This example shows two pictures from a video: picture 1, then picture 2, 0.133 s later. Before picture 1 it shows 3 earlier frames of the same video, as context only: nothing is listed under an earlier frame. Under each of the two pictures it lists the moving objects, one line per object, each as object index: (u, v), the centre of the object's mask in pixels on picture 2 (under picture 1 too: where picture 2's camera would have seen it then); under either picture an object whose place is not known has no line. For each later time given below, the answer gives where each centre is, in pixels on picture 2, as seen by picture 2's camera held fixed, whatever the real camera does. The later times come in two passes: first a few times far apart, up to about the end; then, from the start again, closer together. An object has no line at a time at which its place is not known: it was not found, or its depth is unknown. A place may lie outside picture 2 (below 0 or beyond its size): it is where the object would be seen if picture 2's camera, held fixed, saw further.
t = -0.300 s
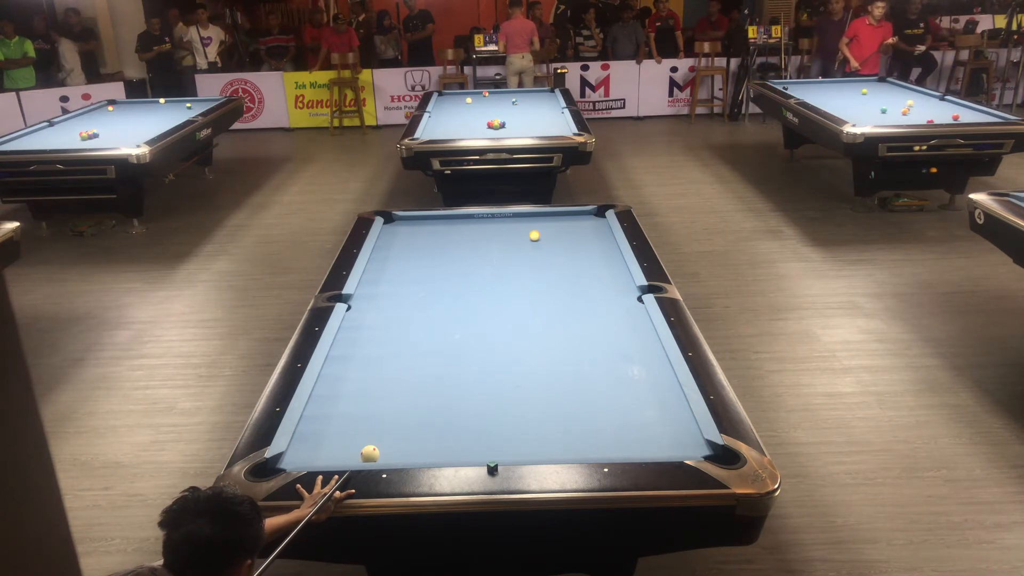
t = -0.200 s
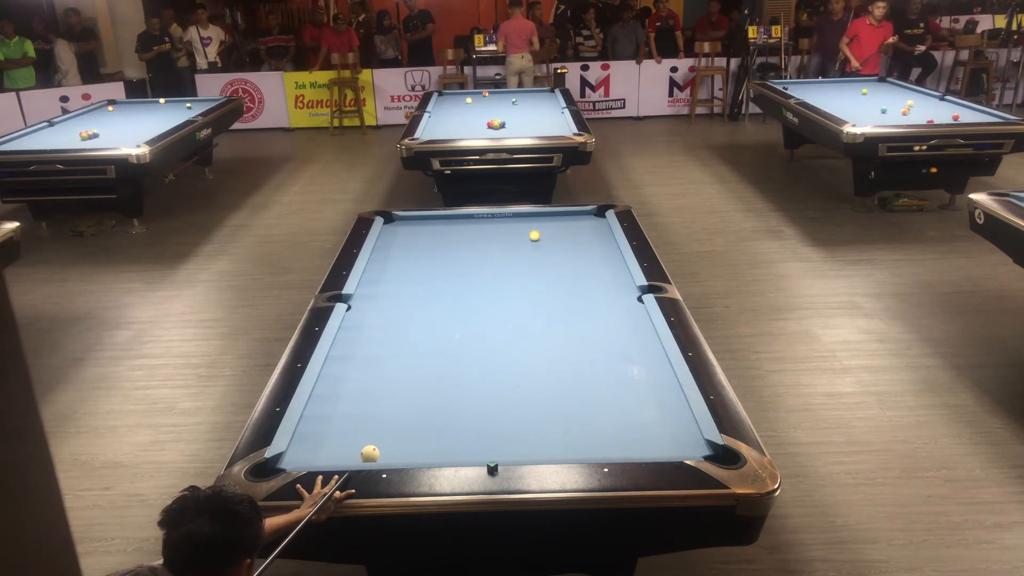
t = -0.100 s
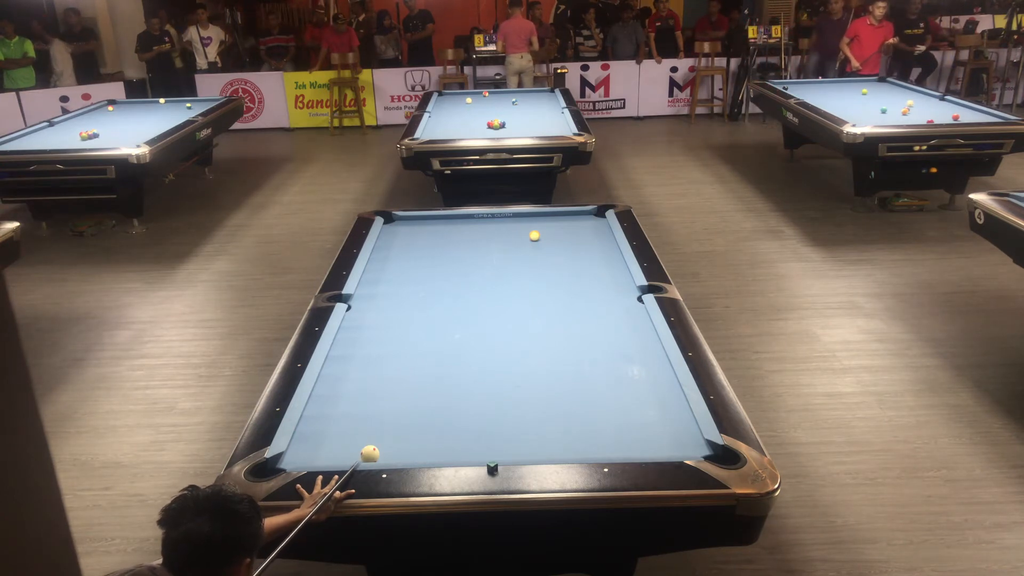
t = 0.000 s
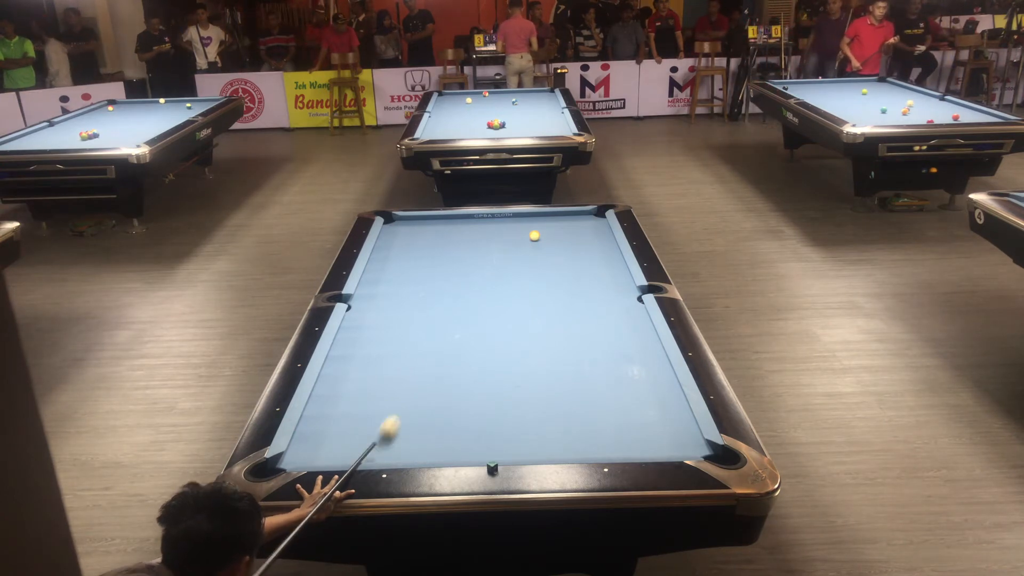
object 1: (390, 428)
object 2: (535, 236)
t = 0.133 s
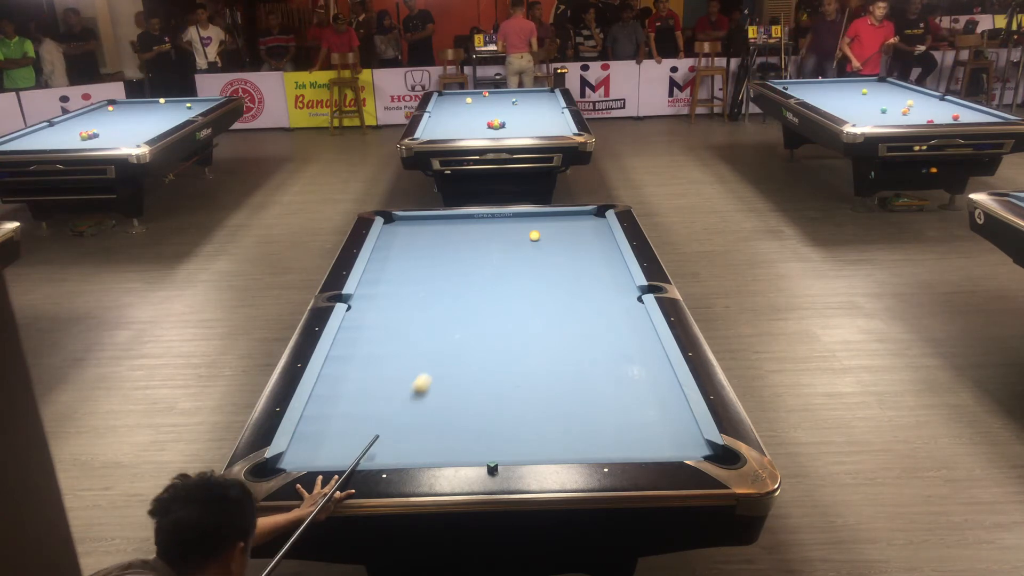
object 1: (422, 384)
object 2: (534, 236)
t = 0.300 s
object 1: (454, 340)
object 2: (535, 236)
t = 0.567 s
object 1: (493, 286)
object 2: (534, 236)
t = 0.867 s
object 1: (526, 241)
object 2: (535, 235)
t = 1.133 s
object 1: (509, 229)
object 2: (573, 217)
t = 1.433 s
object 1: (494, 216)
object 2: (600, 218)
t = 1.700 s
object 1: (486, 221)
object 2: (595, 225)
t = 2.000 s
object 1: (477, 228)
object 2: (587, 232)
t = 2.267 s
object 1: (470, 234)
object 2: (580, 239)
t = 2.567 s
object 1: (462, 240)
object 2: (572, 247)
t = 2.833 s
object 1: (454, 246)
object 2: (565, 253)
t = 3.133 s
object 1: (448, 252)
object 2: (557, 260)
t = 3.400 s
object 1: (441, 257)
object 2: (551, 267)
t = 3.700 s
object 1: (434, 263)
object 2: (544, 273)
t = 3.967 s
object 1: (429, 267)
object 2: (539, 279)
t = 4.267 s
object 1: (422, 272)
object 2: (533, 285)
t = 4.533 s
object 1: (418, 276)
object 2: (527, 290)
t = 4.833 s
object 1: (413, 280)
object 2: (522, 295)
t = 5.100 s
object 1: (409, 283)
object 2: (518, 299)
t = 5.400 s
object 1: (406, 286)
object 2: (513, 305)
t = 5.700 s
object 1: (403, 289)
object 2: (510, 307)
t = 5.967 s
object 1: (401, 290)
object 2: (506, 310)
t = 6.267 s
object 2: (503, 312)
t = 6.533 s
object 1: (399, 293)
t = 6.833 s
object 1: (398, 293)
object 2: (501, 315)
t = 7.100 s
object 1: (398, 293)
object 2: (500, 316)
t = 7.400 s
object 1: (398, 293)
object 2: (500, 316)
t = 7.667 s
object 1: (398, 293)
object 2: (500, 316)
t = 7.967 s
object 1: (398, 293)
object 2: (500, 316)
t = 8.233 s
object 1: (398, 293)
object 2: (500, 316)
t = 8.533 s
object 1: (398, 293)
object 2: (500, 316)
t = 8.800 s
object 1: (398, 293)
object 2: (500, 316)
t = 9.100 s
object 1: (398, 293)
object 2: (500, 316)
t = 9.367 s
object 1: (398, 293)
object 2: (500, 316)
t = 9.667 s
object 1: (398, 292)
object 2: (500, 316)
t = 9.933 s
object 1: (398, 292)
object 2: (500, 316)
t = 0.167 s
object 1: (429, 374)
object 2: (534, 236)
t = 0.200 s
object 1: (435, 365)
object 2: (535, 236)
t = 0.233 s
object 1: (442, 356)
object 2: (535, 236)
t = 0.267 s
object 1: (448, 348)
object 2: (534, 236)
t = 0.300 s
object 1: (454, 340)
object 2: (535, 236)
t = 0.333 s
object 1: (459, 332)
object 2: (534, 236)
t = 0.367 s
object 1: (465, 324)
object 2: (534, 236)
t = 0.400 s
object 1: (470, 317)
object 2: (534, 236)
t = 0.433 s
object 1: (475, 311)
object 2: (534, 235)
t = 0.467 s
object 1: (480, 304)
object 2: (534, 235)
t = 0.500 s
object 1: (484, 298)
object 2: (534, 236)
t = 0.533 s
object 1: (489, 292)
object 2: (534, 236)
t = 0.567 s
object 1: (493, 286)
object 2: (534, 236)
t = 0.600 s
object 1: (497, 280)
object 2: (534, 236)
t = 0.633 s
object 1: (502, 275)
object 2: (534, 236)
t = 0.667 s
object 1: (505, 270)
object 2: (534, 236)
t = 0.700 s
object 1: (509, 265)
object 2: (534, 236)
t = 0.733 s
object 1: (512, 260)
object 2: (534, 236)
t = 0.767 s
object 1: (516, 255)
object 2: (534, 236)
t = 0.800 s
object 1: (519, 250)
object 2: (534, 236)
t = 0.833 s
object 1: (522, 246)
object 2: (534, 235)
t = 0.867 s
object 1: (526, 241)
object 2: (535, 235)
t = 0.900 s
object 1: (527, 238)
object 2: (537, 234)
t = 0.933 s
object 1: (524, 237)
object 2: (542, 232)
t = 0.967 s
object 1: (521, 236)
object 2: (548, 229)
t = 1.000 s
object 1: (518, 235)
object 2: (553, 226)
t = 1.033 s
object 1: (515, 233)
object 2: (559, 223)
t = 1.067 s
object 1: (513, 232)
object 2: (564, 221)
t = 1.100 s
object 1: (511, 230)
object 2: (569, 219)
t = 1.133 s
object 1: (509, 229)
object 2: (573, 217)
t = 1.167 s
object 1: (507, 227)
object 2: (577, 215)
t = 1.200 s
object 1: (506, 226)
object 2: (581, 213)
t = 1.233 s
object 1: (504, 224)
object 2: (584, 213)
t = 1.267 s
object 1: (502, 223)
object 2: (587, 214)
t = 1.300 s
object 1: (500, 221)
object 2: (589, 215)
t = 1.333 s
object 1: (499, 220)
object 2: (592, 216)
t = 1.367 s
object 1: (497, 218)
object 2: (594, 217)
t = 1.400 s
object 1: (496, 217)
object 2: (597, 217)
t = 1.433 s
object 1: (494, 216)
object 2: (600, 218)
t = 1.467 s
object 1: (493, 216)
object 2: (601, 219)
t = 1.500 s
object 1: (492, 217)
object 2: (600, 220)
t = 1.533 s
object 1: (491, 218)
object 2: (600, 221)
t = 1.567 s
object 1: (490, 218)
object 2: (599, 222)
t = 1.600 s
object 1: (489, 219)
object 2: (598, 223)
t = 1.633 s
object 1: (488, 220)
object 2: (597, 223)
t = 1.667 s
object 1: (487, 221)
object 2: (597, 224)
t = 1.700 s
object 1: (486, 221)
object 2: (595, 225)
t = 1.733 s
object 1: (485, 222)
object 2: (594, 226)
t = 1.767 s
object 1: (485, 223)
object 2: (594, 227)
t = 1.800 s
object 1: (483, 224)
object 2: (593, 227)
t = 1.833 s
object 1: (482, 224)
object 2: (592, 228)
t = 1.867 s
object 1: (481, 225)
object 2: (591, 229)
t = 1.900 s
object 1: (480, 226)
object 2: (590, 230)
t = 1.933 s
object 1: (479, 227)
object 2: (589, 231)
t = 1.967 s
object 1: (478, 227)
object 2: (588, 232)
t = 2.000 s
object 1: (477, 228)
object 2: (587, 232)
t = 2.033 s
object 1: (477, 229)
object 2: (587, 233)
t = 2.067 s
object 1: (476, 230)
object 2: (585, 234)
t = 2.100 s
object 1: (475, 230)
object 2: (584, 235)
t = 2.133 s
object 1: (474, 231)
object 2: (584, 236)
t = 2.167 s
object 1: (473, 232)
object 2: (583, 237)
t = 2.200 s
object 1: (472, 232)
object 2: (582, 237)
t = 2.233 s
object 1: (471, 233)
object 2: (581, 238)
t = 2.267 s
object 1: (470, 234)
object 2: (580, 239)
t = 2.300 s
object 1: (469, 235)
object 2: (579, 240)
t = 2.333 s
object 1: (468, 235)
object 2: (578, 241)
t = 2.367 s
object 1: (467, 236)
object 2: (577, 242)
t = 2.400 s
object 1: (466, 237)
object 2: (577, 243)
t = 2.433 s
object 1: (465, 237)
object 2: (576, 243)
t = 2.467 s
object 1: (464, 238)
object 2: (574, 244)
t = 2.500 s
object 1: (463, 239)
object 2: (573, 245)
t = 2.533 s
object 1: (463, 240)
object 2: (573, 246)
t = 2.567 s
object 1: (462, 240)
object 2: (572, 247)
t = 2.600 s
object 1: (461, 241)
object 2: (571, 248)
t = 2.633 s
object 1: (460, 242)
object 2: (570, 248)
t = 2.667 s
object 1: (459, 242)
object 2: (569, 249)
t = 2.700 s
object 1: (458, 243)
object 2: (569, 250)
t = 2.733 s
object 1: (457, 244)
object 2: (568, 251)
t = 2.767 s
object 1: (456, 244)
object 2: (567, 251)
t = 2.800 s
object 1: (455, 245)
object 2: (566, 252)
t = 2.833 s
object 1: (454, 246)
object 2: (565, 253)
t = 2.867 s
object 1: (454, 246)
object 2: (564, 254)
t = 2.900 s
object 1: (453, 247)
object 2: (563, 255)
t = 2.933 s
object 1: (452, 248)
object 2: (562, 256)
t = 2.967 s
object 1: (451, 248)
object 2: (561, 256)
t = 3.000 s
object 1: (450, 249)
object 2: (561, 257)
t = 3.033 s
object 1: (450, 250)
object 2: (560, 258)
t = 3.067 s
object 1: (449, 251)
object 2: (559, 258)
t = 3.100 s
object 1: (448, 251)
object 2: (558, 259)
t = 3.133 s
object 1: (448, 252)
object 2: (557, 260)
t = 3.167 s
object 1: (446, 253)
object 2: (557, 261)
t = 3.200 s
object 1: (446, 253)
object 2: (556, 262)
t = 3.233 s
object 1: (445, 254)
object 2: (555, 263)
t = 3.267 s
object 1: (444, 254)
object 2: (554, 264)
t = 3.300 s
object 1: (443, 255)
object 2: (553, 264)
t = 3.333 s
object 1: (442, 256)
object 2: (553, 265)
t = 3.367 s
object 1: (442, 256)
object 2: (552, 266)
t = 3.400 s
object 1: (441, 257)
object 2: (551, 267)
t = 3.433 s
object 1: (440, 258)
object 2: (551, 267)
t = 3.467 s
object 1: (439, 258)
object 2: (550, 268)
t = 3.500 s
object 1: (438, 259)
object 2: (548, 269)
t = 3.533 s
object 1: (437, 260)
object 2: (548, 269)
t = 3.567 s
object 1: (437, 260)
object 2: (547, 270)
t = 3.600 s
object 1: (436, 261)
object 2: (547, 271)
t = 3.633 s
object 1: (435, 262)
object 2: (546, 272)
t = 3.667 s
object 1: (435, 262)
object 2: (545, 272)
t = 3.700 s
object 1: (434, 263)
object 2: (544, 273)
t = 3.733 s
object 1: (434, 263)
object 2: (543, 274)
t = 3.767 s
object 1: (433, 264)
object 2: (543, 274)
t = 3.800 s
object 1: (432, 264)
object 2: (542, 275)
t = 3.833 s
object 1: (431, 265)
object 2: (541, 276)
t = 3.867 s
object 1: (430, 266)
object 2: (541, 277)
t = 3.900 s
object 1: (430, 266)
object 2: (540, 278)
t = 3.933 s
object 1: (429, 266)
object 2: (539, 278)
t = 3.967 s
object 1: (429, 267)
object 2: (539, 279)
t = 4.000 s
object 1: (428, 268)
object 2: (538, 280)
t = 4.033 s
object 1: (427, 268)
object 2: (537, 280)
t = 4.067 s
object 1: (426, 269)
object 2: (536, 281)
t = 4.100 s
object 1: (426, 269)
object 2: (536, 282)
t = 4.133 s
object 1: (425, 270)
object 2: (535, 282)
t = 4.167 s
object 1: (424, 271)
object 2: (534, 283)
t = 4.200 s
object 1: (424, 271)
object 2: (534, 284)
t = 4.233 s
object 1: (423, 271)
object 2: (533, 284)
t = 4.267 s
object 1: (422, 272)
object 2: (533, 285)
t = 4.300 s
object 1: (422, 272)
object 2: (531, 286)
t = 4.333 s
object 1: (421, 273)
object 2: (531, 286)
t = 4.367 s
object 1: (421, 274)
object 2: (530, 287)
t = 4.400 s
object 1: (420, 274)
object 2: (530, 288)
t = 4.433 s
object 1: (420, 274)
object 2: (529, 288)
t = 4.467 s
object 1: (419, 275)
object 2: (528, 289)
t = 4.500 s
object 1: (419, 275)
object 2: (528, 289)
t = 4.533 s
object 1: (418, 276)
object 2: (527, 290)
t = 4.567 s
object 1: (418, 276)
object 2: (527, 291)
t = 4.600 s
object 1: (417, 277)
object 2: (526, 291)
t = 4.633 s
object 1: (417, 277)
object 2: (526, 292)
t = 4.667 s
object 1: (416, 278)
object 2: (525, 292)
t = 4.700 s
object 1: (416, 278)
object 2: (524, 293)
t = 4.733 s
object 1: (415, 279)
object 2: (524, 293)
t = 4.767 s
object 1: (414, 279)
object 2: (523, 294)
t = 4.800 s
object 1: (414, 280)
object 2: (523, 294)
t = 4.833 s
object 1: (413, 280)
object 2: (522, 295)
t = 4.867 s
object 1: (413, 280)
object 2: (522, 296)
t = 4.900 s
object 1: (412, 281)
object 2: (521, 296)
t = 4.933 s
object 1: (412, 281)
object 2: (520, 297)
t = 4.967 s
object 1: (411, 282)
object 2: (520, 298)
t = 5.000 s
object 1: (411, 282)
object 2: (519, 298)
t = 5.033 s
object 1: (410, 283)
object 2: (519, 299)
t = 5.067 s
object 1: (410, 283)
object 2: (518, 299)
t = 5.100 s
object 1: (409, 283)
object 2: (518, 299)
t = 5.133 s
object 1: (409, 283)
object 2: (517, 300)
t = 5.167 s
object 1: (408, 284)
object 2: (517, 300)
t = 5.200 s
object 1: (408, 284)
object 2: (516, 301)
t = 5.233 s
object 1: (408, 284)
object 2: (516, 301)
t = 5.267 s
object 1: (407, 285)
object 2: (515, 302)
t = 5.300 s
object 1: (407, 285)
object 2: (515, 303)
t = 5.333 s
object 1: (407, 286)
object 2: (514, 303)
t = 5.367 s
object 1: (407, 286)
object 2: (514, 303)
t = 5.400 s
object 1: (406, 286)
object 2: (513, 305)
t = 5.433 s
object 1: (406, 287)
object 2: (513, 305)
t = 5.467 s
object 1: (406, 287)
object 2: (512, 305)
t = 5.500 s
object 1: (405, 287)
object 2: (512, 305)
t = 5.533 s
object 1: (405, 287)
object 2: (511, 306)
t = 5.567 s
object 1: (405, 288)
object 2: (511, 306)
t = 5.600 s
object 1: (405, 288)
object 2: (511, 306)
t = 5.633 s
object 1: (404, 288)
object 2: (510, 307)
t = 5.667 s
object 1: (404, 288)
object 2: (510, 307)
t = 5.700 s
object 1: (403, 289)
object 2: (510, 307)
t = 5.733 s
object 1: (403, 289)
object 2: (509, 308)
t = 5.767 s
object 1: (403, 289)
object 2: (509, 309)
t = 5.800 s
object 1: (403, 289)
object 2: (508, 309)
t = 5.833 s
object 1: (402, 289)
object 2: (508, 309)
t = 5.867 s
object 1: (402, 290)
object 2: (508, 309)
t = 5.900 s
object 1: (402, 290)
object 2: (507, 310)
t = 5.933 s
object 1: (402, 290)
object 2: (506, 310)
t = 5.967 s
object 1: (401, 290)
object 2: (506, 310)
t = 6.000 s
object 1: (401, 291)
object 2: (506, 311)
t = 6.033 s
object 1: (401, 291)
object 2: (505, 311)
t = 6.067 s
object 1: (402, 291)
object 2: (506, 311)
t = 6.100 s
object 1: (404, 288)
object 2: (505, 311)
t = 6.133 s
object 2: (505, 312)
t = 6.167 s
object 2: (504, 312)
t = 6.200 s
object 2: (504, 312)
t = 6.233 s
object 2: (504, 313)
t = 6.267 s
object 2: (503, 312)
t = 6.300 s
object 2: (503, 313)
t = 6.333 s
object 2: (503, 313)
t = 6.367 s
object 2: (503, 314)
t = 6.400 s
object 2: (503, 313)
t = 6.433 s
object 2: (505, 313)
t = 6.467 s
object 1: (396, 290)
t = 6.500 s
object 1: (398, 292)
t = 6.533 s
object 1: (399, 293)
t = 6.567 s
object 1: (399, 293)
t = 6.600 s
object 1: (399, 293)
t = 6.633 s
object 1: (398, 293)
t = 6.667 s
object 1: (398, 293)
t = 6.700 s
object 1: (398, 293)
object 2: (500, 317)
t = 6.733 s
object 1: (398, 293)
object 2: (501, 316)
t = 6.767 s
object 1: (398, 293)
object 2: (501, 315)
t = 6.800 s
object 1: (398, 293)
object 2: (501, 315)
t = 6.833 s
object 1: (398, 293)
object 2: (501, 315)
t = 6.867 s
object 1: (398, 293)
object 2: (501, 316)
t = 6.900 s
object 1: (398, 293)
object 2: (500, 316)
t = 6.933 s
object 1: (398, 293)
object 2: (500, 316)
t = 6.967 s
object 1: (398, 293)
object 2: (500, 316)
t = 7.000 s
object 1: (398, 293)
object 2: (500, 316)
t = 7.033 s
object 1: (398, 293)
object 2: (500, 316)
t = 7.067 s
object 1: (398, 293)
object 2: (500, 316)
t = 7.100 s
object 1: (398, 293)
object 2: (500, 316)
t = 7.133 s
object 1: (398, 293)
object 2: (500, 316)
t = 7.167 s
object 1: (398, 293)
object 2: (500, 316)
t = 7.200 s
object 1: (398, 293)
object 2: (500, 316)
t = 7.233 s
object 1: (398, 293)
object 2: (500, 316)
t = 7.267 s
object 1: (398, 293)
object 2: (500, 316)
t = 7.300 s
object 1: (398, 293)
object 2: (500, 316)
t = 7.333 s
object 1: (398, 293)
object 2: (500, 316)
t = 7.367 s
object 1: (398, 293)
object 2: (500, 316)
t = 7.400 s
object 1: (398, 293)
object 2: (500, 316)
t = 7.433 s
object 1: (398, 293)
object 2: (500, 316)
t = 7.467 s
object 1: (398, 293)
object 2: (500, 316)
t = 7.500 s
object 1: (398, 293)
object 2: (500, 316)
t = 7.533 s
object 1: (398, 293)
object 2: (500, 316)
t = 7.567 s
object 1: (398, 293)
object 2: (500, 316)
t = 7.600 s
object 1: (398, 293)
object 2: (500, 316)
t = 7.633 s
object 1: (398, 293)
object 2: (500, 316)
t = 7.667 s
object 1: (398, 293)
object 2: (500, 316)
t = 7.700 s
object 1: (398, 293)
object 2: (500, 316)
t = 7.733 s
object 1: (398, 293)
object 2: (500, 316)
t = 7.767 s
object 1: (398, 293)
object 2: (500, 316)
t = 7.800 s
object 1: (398, 293)
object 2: (500, 316)
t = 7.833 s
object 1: (398, 293)
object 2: (500, 316)
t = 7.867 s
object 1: (398, 293)
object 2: (500, 316)
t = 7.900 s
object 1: (398, 293)
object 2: (500, 316)
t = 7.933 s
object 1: (398, 293)
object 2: (500, 316)
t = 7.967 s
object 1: (398, 293)
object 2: (500, 316)
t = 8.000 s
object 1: (398, 293)
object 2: (500, 316)
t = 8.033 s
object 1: (398, 293)
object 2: (500, 316)
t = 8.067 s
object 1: (398, 293)
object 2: (500, 316)
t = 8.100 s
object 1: (398, 292)
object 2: (500, 316)
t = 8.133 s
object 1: (398, 292)
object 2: (500, 316)
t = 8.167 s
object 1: (398, 293)
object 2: (500, 316)
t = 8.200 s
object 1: (398, 292)
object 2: (500, 316)
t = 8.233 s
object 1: (398, 293)
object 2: (500, 316)
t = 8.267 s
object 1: (398, 293)
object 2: (500, 316)
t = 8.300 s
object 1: (398, 293)
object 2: (500, 316)
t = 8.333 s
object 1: (398, 293)
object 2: (500, 316)
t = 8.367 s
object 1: (398, 292)
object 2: (500, 316)
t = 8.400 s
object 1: (398, 293)
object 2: (500, 316)
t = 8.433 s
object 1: (398, 293)
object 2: (500, 316)
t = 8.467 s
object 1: (398, 292)
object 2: (500, 316)
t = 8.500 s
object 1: (398, 293)
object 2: (500, 316)
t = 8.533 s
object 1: (398, 293)
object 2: (500, 316)
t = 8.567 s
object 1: (398, 292)
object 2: (500, 316)
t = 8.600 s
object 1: (398, 293)
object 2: (500, 316)
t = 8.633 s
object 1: (398, 293)
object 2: (500, 316)
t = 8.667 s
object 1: (398, 293)
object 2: (500, 316)
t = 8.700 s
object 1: (398, 293)
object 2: (500, 316)
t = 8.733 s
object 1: (398, 292)
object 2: (500, 316)
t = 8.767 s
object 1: (398, 293)
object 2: (500, 316)
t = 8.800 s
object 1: (398, 293)
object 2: (500, 316)
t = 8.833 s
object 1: (398, 293)
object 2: (500, 316)
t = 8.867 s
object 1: (398, 293)
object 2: (500, 317)
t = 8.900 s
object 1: (398, 292)
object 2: (500, 316)
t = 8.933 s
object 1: (398, 292)
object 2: (500, 317)
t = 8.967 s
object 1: (398, 293)
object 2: (500, 316)
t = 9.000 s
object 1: (398, 293)
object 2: (500, 316)
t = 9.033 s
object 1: (398, 292)
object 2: (500, 316)
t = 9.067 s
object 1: (398, 292)
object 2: (500, 316)
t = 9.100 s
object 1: (398, 293)
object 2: (500, 316)
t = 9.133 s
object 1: (398, 292)
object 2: (500, 316)
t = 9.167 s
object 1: (398, 293)
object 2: (500, 317)
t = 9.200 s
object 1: (398, 291)
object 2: (500, 315)
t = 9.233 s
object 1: (398, 291)
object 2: (500, 315)
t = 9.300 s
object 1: (398, 292)
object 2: (500, 315)
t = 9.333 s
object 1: (398, 292)
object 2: (500, 316)
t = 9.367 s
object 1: (398, 293)
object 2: (500, 316)
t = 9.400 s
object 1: (398, 293)
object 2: (500, 316)
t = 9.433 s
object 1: (398, 293)
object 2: (500, 316)
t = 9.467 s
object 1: (398, 292)
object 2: (500, 316)
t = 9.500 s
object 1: (398, 293)
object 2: (500, 316)
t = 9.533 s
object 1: (398, 293)
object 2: (500, 316)
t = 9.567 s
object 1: (398, 293)
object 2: (500, 316)
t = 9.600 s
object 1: (398, 293)
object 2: (500, 316)
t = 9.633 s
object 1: (398, 293)
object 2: (500, 316)
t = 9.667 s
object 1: (398, 292)
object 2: (500, 316)
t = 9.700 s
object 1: (398, 292)
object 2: (500, 316)
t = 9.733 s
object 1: (398, 293)
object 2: (500, 316)
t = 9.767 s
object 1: (398, 292)
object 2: (500, 316)
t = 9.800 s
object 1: (398, 293)
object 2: (500, 316)
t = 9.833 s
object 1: (398, 293)
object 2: (500, 316)
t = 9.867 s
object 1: (398, 292)
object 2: (500, 316)
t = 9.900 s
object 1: (398, 293)
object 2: (500, 316)
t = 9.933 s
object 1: (398, 292)
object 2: (500, 316)
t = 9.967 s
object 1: (398, 293)
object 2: (500, 316)
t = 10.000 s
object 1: (398, 292)
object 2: (500, 316)
